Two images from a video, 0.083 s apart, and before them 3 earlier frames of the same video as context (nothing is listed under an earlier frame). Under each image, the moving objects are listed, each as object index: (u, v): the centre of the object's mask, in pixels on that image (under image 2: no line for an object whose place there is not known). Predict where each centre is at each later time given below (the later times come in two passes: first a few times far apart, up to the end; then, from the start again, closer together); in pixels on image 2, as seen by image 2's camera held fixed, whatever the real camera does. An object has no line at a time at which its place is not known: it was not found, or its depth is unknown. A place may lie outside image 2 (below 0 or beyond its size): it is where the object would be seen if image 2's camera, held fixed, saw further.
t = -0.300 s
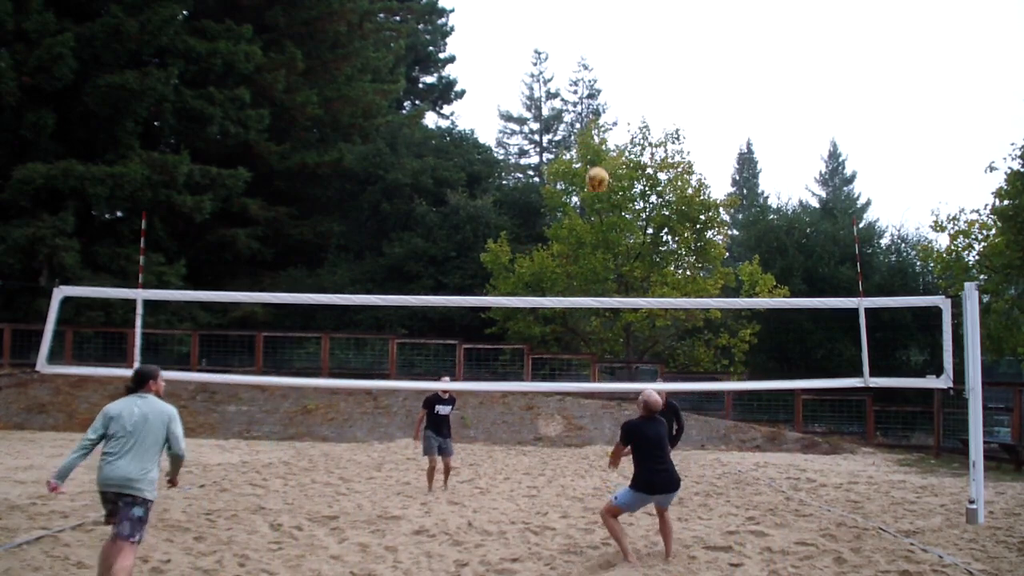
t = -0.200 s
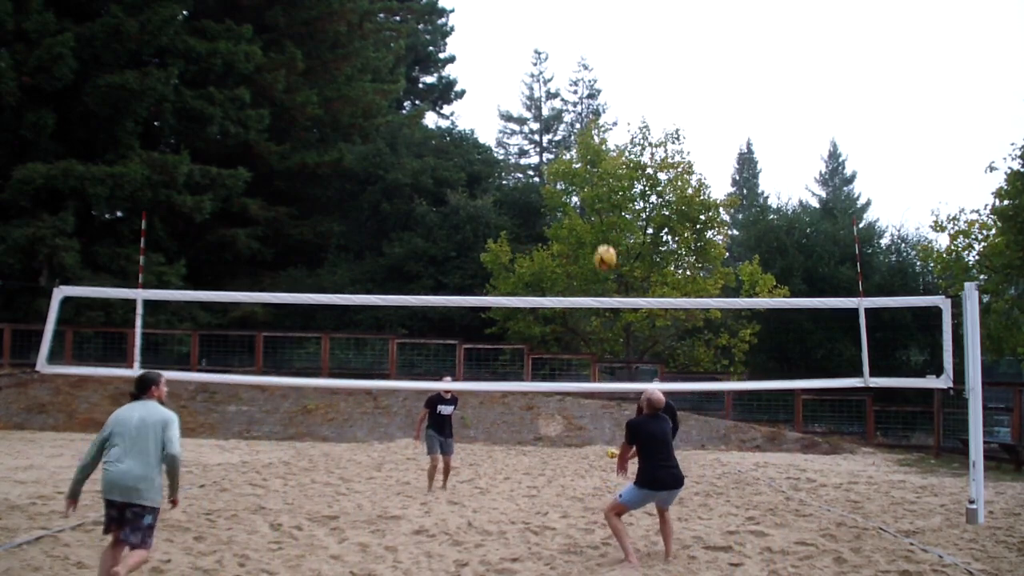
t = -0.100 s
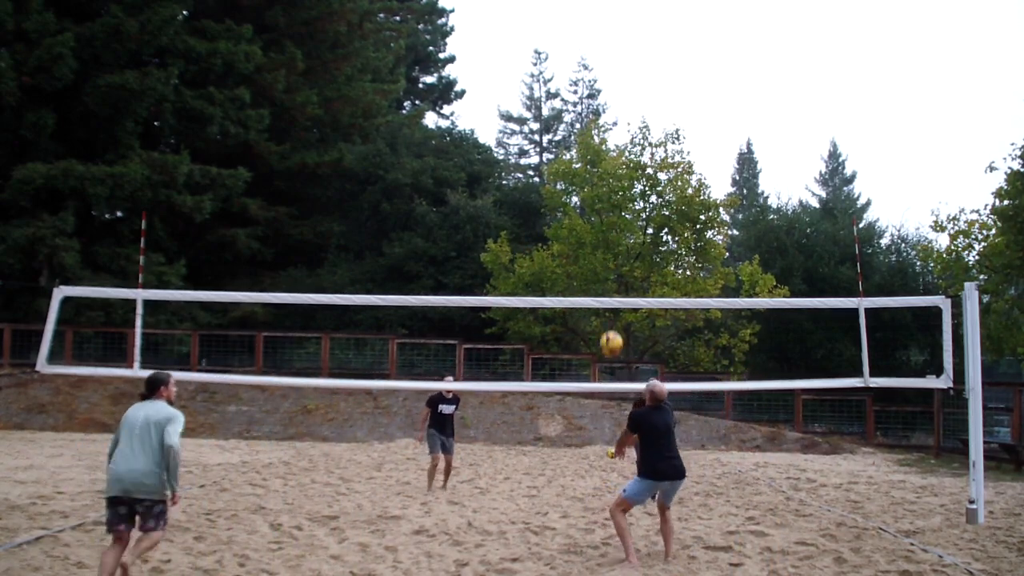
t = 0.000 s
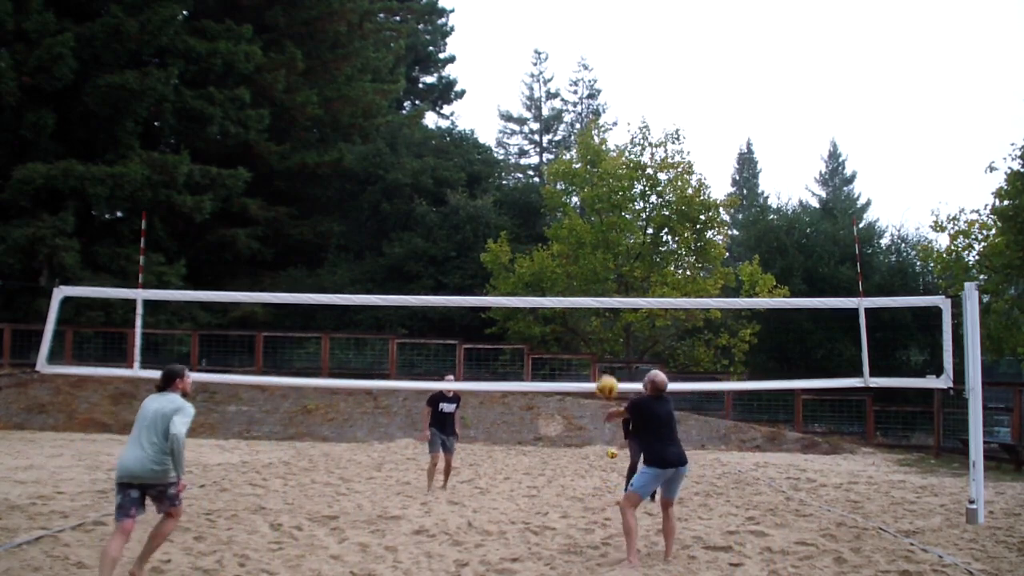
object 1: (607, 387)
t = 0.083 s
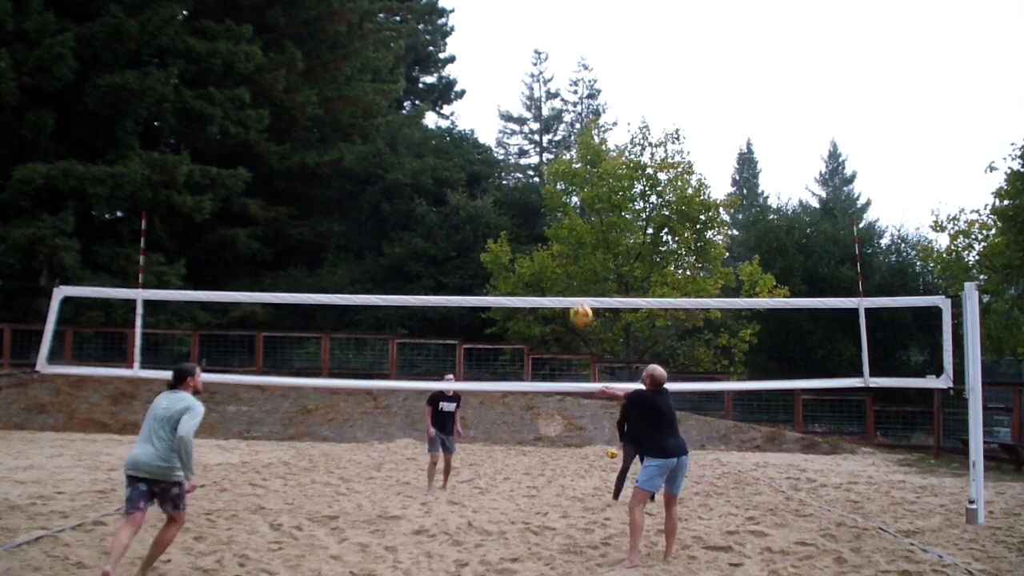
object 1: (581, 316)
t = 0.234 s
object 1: (534, 206)
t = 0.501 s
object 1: (455, 81)
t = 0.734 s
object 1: (391, 30)
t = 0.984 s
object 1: (322, 34)
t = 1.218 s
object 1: (258, 89)
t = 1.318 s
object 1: (230, 127)
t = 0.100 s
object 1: (575, 301)
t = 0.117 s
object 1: (570, 287)
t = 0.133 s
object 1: (565, 275)
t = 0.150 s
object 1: (561, 263)
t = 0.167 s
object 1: (556, 250)
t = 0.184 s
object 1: (549, 239)
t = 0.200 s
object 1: (544, 229)
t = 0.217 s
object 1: (539, 217)
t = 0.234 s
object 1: (534, 206)
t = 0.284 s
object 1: (519, 177)
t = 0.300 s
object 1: (514, 167)
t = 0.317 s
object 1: (509, 158)
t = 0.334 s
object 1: (504, 151)
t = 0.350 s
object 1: (499, 142)
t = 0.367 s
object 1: (494, 134)
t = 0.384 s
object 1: (489, 126)
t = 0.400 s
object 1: (484, 119)
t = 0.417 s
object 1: (479, 112)
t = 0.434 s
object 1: (474, 105)
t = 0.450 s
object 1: (469, 98)
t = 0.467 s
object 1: (464, 92)
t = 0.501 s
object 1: (455, 81)
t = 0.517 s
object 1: (451, 74)
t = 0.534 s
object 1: (445, 69)
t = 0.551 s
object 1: (441, 64)
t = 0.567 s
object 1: (436, 60)
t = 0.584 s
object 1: (431, 56)
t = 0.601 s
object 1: (427, 52)
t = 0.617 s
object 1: (423, 48)
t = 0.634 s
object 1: (418, 45)
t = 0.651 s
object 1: (414, 42)
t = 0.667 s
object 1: (409, 39)
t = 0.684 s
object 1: (404, 36)
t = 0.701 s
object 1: (400, 34)
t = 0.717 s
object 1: (395, 32)
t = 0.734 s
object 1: (391, 30)
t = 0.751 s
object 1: (387, 29)
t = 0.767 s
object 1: (381, 28)
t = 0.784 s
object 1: (376, 27)
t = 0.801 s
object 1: (372, 26)
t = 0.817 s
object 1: (368, 26)
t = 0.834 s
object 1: (363, 25)
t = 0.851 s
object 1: (359, 25)
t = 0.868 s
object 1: (354, 26)
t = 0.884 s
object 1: (349, 26)
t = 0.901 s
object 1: (344, 27)
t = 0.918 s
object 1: (340, 28)
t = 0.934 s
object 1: (336, 29)
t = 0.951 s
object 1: (331, 30)
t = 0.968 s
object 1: (327, 32)
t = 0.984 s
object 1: (322, 34)
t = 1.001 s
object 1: (317, 37)
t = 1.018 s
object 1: (313, 39)
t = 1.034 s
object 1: (309, 42)
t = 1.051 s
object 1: (304, 45)
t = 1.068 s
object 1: (299, 48)
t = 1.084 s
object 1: (295, 52)
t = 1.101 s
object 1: (290, 56)
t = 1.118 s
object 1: (286, 59)
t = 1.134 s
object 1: (281, 64)
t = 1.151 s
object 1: (276, 69)
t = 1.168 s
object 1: (272, 73)
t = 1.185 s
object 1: (267, 78)
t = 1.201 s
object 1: (263, 83)
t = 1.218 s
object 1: (258, 89)
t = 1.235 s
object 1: (254, 94)
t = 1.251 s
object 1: (249, 101)
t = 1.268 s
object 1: (244, 107)
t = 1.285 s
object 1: (240, 113)
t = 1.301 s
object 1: (235, 120)
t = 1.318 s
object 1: (230, 127)
